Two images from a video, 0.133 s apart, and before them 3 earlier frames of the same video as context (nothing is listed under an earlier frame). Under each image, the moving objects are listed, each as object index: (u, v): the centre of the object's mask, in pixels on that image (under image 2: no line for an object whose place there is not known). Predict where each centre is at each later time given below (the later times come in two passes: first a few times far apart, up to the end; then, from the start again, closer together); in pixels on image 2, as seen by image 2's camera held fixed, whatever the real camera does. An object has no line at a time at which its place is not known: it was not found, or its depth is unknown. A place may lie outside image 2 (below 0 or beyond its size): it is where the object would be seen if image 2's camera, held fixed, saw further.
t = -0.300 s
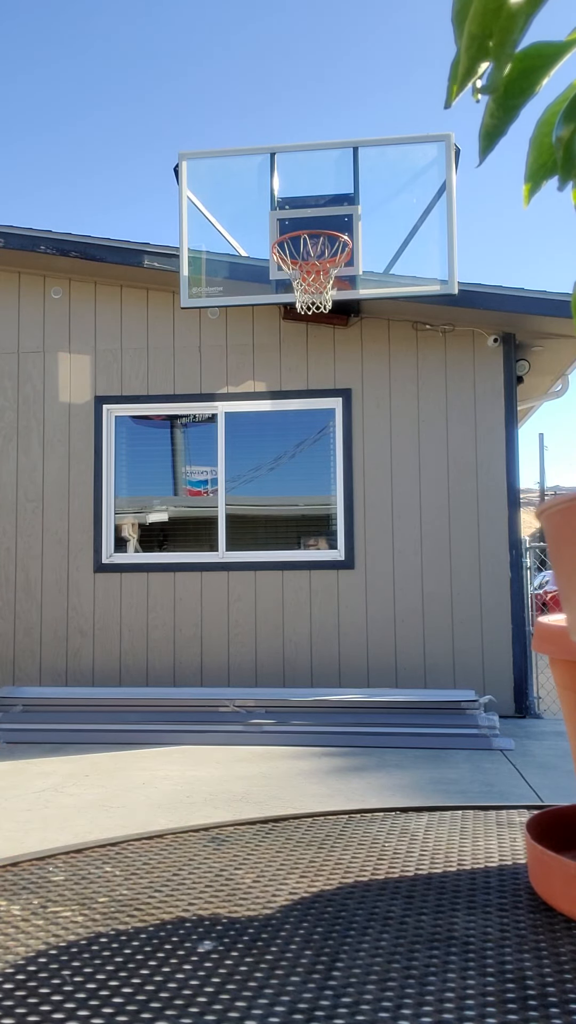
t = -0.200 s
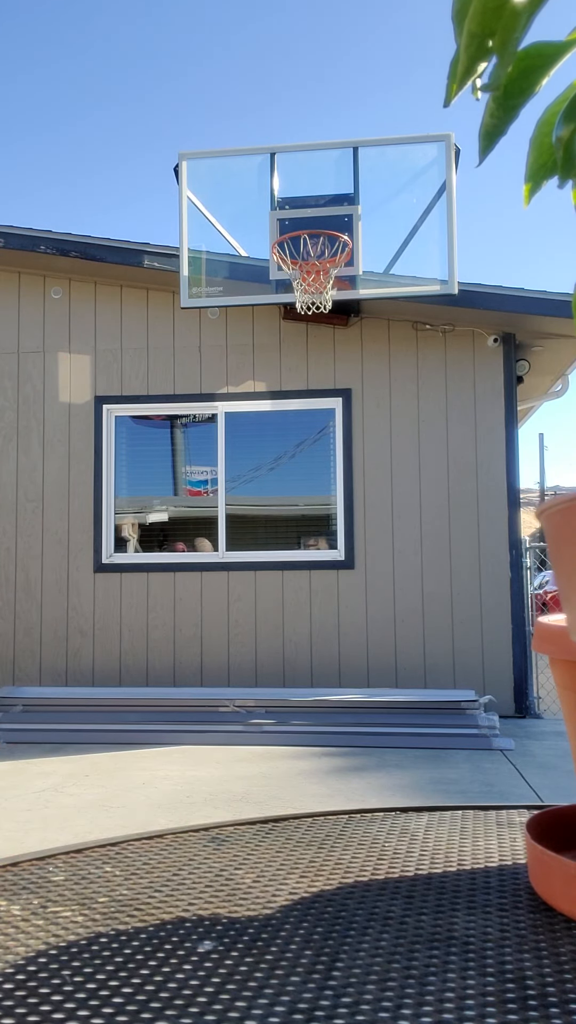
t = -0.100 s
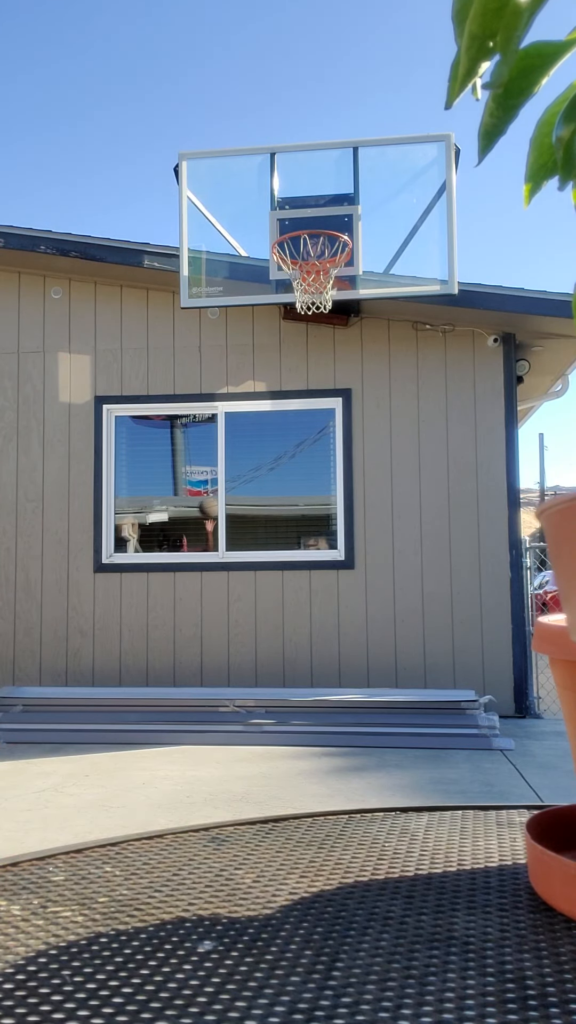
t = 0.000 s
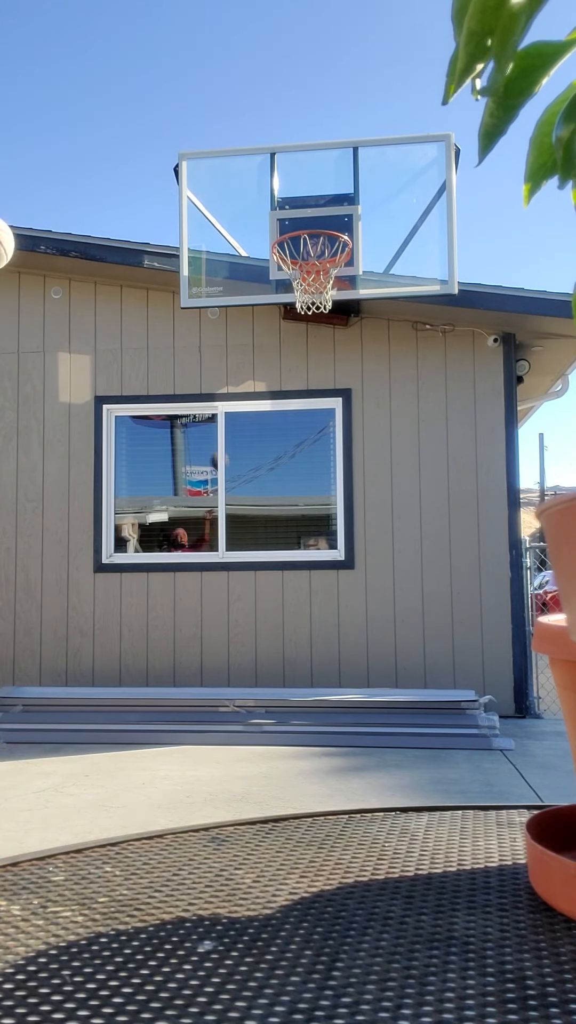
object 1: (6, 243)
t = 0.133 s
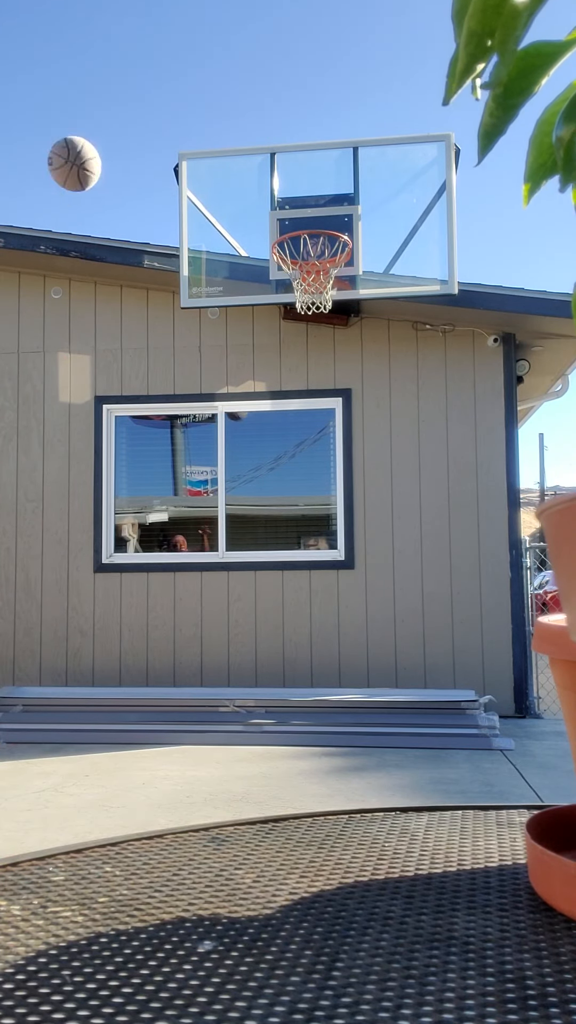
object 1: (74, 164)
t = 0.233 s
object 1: (131, 138)
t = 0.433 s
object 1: (224, 146)
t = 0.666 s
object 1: (311, 234)
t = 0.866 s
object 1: (329, 285)
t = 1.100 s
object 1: (303, 346)
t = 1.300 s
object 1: (283, 462)
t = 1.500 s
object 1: (267, 636)
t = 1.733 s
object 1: (234, 562)
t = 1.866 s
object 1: (212, 503)
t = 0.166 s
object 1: (94, 152)
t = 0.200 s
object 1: (113, 144)
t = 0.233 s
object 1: (131, 138)
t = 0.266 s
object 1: (148, 134)
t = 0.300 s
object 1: (165, 132)
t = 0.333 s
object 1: (181, 133)
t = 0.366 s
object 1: (196, 135)
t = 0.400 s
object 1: (210, 140)
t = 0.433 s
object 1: (224, 146)
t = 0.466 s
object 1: (238, 154)
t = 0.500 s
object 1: (251, 163)
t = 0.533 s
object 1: (264, 175)
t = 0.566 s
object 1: (276, 187)
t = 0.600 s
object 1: (288, 202)
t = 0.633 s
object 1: (299, 215)
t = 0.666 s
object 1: (311, 234)
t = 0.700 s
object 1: (320, 252)
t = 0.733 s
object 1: (331, 271)
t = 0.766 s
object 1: (336, 279)
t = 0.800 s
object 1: (335, 280)
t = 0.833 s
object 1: (333, 282)
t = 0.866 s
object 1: (329, 285)
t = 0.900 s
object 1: (326, 288)
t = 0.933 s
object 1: (321, 295)
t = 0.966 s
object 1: (318, 302)
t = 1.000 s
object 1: (314, 310)
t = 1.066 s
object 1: (307, 332)
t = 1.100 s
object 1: (303, 346)
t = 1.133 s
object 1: (300, 361)
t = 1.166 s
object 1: (297, 378)
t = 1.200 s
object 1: (294, 397)
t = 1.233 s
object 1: (290, 417)
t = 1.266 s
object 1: (287, 438)
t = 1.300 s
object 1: (283, 462)
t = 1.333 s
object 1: (281, 486)
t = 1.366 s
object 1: (279, 513)
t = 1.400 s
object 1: (276, 540)
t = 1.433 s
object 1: (273, 571)
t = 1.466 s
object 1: (270, 602)
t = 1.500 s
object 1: (267, 636)
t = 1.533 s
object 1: (264, 670)
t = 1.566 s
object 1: (261, 671)
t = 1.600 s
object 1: (255, 646)
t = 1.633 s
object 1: (250, 623)
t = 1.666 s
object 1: (245, 601)
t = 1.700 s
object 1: (240, 580)
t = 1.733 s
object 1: (234, 562)
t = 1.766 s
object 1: (229, 544)
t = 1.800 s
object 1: (224, 529)
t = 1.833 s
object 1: (218, 515)
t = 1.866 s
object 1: (212, 503)
